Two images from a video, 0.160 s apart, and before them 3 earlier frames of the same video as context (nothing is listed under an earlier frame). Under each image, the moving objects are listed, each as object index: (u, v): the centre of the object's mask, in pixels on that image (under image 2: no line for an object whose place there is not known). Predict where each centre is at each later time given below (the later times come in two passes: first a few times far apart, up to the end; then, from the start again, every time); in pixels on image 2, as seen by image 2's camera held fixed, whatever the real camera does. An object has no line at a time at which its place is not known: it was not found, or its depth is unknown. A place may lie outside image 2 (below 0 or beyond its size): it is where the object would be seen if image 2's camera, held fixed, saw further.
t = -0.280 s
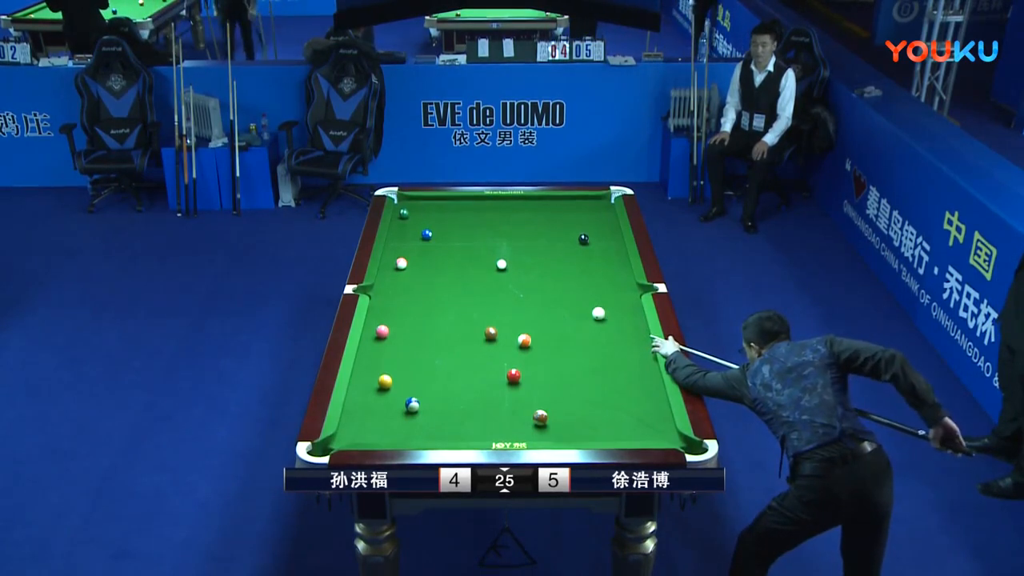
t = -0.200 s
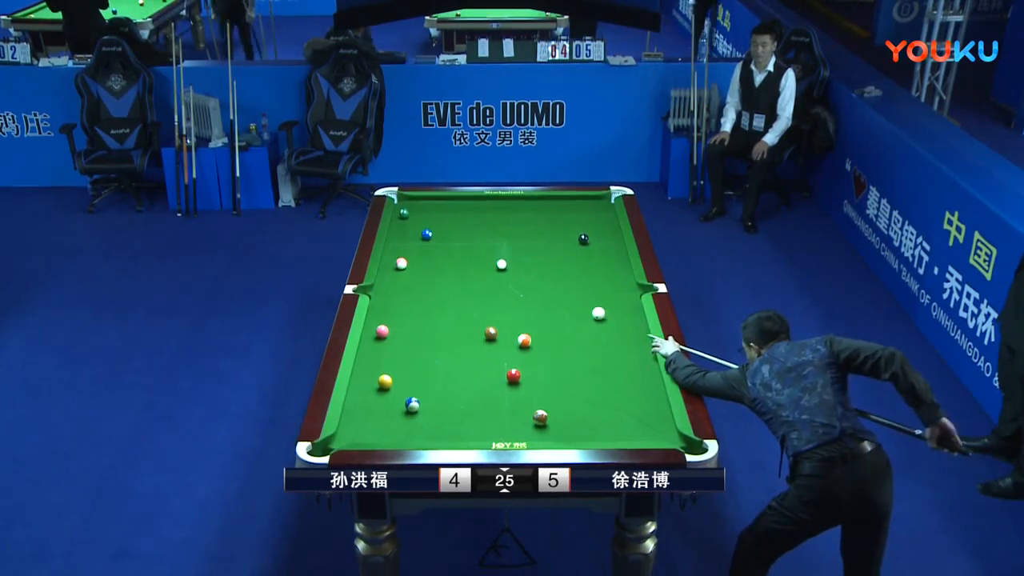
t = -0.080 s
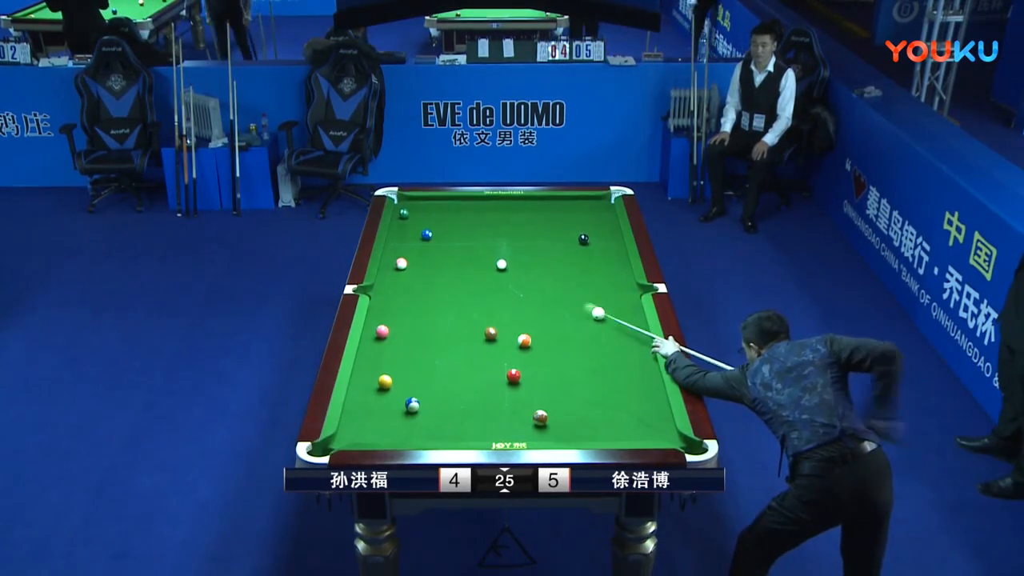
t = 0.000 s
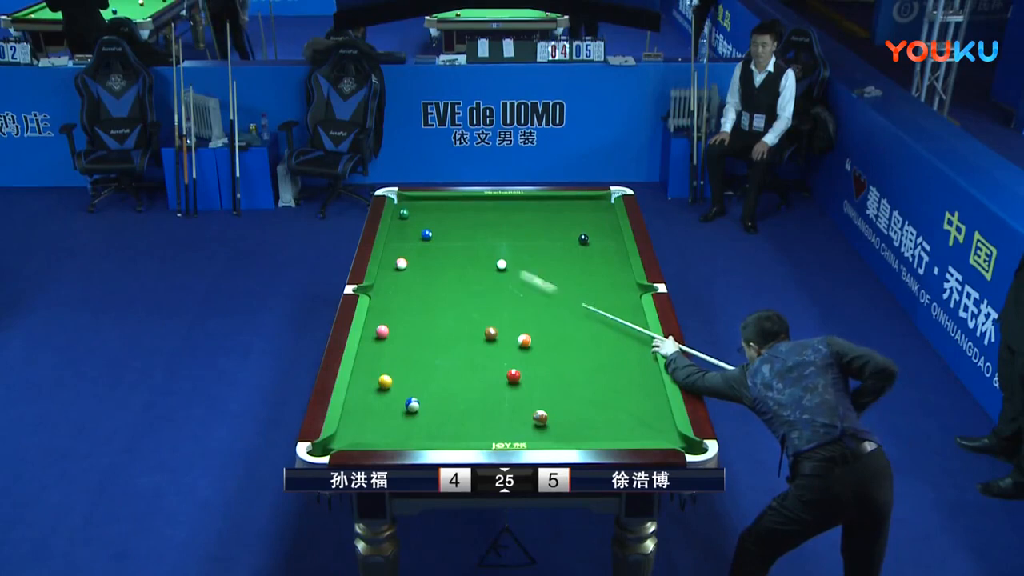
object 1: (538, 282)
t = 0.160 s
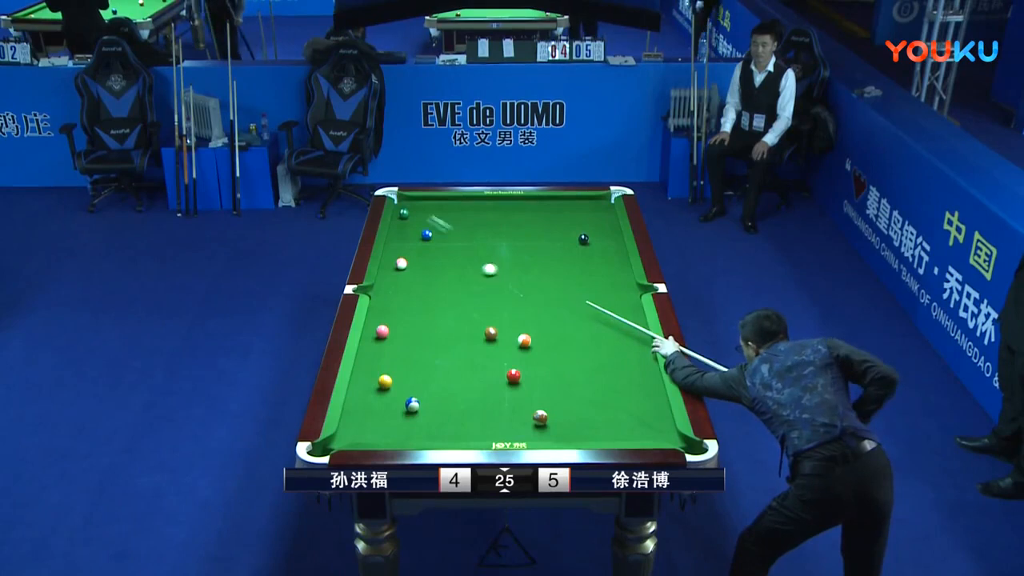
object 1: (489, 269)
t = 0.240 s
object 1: (476, 269)
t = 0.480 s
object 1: (435, 263)
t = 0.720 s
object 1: (394, 257)
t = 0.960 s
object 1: (408, 252)
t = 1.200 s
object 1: (431, 248)
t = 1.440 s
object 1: (452, 244)
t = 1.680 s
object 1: (472, 240)
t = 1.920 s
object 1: (490, 237)
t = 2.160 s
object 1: (508, 233)
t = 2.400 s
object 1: (524, 230)
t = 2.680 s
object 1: (542, 227)
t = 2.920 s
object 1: (556, 224)
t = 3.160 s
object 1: (569, 222)
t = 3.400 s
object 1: (581, 220)
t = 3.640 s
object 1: (592, 218)
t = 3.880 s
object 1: (602, 216)
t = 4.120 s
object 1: (611, 214)
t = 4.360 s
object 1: (607, 213)
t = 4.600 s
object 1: (602, 212)
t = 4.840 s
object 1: (599, 212)
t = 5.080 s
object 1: (596, 211)
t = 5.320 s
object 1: (594, 211)
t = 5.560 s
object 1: (593, 211)
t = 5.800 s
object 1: (593, 211)
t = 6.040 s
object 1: (593, 211)
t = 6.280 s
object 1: (593, 211)
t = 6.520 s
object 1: (593, 211)
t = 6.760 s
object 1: (593, 211)
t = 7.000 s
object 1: (593, 211)
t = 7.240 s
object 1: (593, 211)
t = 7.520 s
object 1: (593, 211)
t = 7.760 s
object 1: (593, 211)
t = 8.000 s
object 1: (593, 211)
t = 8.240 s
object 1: (593, 211)
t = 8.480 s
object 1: (593, 211)
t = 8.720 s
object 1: (593, 211)
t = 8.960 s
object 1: (593, 211)
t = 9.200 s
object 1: (593, 211)
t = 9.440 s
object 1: (593, 211)
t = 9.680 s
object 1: (593, 211)
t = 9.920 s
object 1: (593, 211)
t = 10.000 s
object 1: (593, 211)
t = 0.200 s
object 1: (483, 269)
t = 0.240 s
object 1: (476, 269)
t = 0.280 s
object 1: (470, 268)
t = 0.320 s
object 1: (463, 267)
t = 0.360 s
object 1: (456, 266)
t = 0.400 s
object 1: (449, 265)
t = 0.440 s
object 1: (442, 264)
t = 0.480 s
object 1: (435, 263)
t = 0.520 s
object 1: (428, 262)
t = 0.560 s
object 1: (422, 261)
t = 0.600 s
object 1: (415, 260)
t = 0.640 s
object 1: (409, 259)
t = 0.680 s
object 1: (402, 256)
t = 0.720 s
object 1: (394, 257)
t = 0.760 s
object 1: (388, 256)
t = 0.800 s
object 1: (389, 255)
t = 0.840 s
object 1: (394, 254)
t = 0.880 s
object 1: (400, 253)
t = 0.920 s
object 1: (404, 253)
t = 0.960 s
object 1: (408, 252)
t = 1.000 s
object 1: (412, 252)
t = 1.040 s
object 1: (416, 251)
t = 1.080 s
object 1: (419, 250)
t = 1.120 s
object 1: (423, 250)
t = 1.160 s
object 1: (427, 249)
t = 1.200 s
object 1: (431, 248)
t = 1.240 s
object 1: (434, 247)
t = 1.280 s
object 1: (438, 247)
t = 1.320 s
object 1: (441, 246)
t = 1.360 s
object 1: (445, 245)
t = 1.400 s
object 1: (448, 245)
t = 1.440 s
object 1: (452, 244)
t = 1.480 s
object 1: (455, 243)
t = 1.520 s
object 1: (458, 243)
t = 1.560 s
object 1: (462, 242)
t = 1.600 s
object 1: (465, 241)
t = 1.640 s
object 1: (469, 241)
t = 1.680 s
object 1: (472, 240)
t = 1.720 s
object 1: (475, 240)
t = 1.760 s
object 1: (478, 239)
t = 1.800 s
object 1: (481, 238)
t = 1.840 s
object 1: (484, 237)
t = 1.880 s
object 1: (487, 237)
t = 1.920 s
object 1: (490, 237)
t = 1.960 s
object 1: (493, 236)
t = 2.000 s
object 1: (497, 235)
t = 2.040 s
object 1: (499, 235)
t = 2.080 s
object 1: (502, 234)
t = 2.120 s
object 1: (505, 234)
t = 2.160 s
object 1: (508, 233)
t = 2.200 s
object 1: (511, 233)
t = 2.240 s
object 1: (514, 232)
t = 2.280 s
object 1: (516, 232)
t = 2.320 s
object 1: (519, 231)
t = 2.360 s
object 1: (522, 231)
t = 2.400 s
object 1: (524, 230)
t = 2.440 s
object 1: (527, 230)
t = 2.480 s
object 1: (529, 229)
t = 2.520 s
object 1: (532, 229)
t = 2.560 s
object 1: (534, 228)
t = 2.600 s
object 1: (537, 228)
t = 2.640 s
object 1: (540, 227)
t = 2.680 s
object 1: (542, 227)
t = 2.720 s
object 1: (544, 226)
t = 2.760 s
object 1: (547, 226)
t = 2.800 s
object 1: (549, 225)
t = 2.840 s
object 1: (551, 225)
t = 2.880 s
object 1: (554, 224)
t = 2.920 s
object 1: (556, 224)
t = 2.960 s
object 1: (558, 224)
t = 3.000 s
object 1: (560, 223)
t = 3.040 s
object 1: (562, 223)
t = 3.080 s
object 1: (565, 223)
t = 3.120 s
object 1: (567, 222)
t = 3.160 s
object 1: (569, 222)
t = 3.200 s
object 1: (571, 221)
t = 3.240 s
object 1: (573, 221)
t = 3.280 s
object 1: (575, 221)
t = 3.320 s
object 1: (577, 220)
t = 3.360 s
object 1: (579, 220)
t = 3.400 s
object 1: (581, 220)
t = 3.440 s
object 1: (583, 219)
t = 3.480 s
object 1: (585, 219)
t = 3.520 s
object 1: (587, 219)
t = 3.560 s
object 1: (588, 218)
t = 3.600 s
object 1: (590, 218)
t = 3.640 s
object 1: (592, 218)
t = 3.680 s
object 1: (594, 217)
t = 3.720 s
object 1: (595, 217)
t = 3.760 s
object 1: (597, 217)
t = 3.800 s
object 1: (599, 216)
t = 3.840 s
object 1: (600, 216)
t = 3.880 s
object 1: (602, 216)
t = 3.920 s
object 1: (603, 216)
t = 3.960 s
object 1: (605, 215)
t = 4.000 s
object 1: (607, 215)
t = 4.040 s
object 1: (608, 215)
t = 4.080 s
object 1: (610, 215)
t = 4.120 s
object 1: (611, 214)
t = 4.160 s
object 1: (611, 214)
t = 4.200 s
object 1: (610, 214)
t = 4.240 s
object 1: (609, 214)
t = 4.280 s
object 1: (608, 214)
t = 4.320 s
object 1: (607, 213)
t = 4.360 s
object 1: (607, 213)
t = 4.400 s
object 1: (606, 213)
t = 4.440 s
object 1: (605, 213)
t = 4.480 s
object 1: (604, 213)
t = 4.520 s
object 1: (604, 213)
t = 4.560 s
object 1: (603, 212)
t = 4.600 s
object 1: (602, 212)
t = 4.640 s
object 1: (602, 212)
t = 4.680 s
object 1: (601, 212)
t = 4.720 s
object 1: (600, 212)
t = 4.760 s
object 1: (600, 212)
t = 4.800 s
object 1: (599, 212)
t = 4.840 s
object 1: (599, 212)
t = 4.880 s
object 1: (598, 212)
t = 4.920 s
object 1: (598, 212)
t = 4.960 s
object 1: (597, 212)
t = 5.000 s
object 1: (597, 211)
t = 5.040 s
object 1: (596, 211)
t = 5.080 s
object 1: (596, 211)
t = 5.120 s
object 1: (596, 211)
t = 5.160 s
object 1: (595, 211)
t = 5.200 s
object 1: (595, 211)
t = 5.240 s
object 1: (595, 211)
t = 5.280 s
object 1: (595, 211)
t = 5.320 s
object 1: (594, 211)
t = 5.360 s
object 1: (594, 211)
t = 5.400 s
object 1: (594, 211)
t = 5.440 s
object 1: (594, 211)
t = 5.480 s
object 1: (593, 211)
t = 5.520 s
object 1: (593, 211)
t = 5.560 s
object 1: (593, 211)
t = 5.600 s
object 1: (593, 211)
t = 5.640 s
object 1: (593, 211)
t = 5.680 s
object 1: (593, 211)
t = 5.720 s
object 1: (593, 211)
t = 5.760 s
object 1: (593, 211)
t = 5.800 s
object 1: (593, 211)
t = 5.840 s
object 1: (593, 211)
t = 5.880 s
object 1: (593, 211)
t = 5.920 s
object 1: (593, 211)
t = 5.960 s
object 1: (593, 211)
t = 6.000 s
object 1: (593, 211)
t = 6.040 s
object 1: (593, 211)
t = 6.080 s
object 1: (593, 211)
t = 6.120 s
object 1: (593, 211)
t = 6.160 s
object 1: (593, 211)
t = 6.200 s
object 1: (593, 211)
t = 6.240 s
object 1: (593, 211)
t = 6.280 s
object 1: (593, 211)
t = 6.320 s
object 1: (593, 211)
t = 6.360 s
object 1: (593, 211)
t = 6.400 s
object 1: (593, 211)
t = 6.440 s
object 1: (593, 211)
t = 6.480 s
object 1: (593, 211)
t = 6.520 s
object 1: (593, 211)
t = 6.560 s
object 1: (593, 211)
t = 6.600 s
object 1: (593, 211)
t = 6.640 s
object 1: (593, 211)
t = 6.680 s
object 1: (593, 211)
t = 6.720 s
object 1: (593, 211)
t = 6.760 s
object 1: (593, 211)
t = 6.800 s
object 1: (593, 211)
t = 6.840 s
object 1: (593, 211)
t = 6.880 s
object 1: (593, 211)
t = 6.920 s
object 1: (593, 211)
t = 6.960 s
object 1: (593, 211)
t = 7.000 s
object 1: (593, 211)
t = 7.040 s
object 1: (593, 211)
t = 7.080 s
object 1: (593, 211)
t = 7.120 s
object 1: (593, 211)
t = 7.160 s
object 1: (593, 211)
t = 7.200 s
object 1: (593, 211)
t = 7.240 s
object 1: (593, 211)
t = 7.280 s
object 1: (593, 211)
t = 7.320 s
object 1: (593, 211)
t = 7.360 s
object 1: (593, 211)
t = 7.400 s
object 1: (593, 211)
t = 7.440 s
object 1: (593, 211)
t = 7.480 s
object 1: (593, 211)
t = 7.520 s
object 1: (593, 211)
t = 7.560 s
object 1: (593, 211)
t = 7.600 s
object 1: (593, 211)
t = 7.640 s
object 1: (593, 211)
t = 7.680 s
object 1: (593, 211)
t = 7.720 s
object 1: (593, 211)
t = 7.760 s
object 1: (593, 211)
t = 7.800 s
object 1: (593, 211)
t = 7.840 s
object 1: (593, 211)
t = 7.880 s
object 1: (593, 211)
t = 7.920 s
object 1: (593, 211)
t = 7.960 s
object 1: (593, 211)
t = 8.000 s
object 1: (593, 211)
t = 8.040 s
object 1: (593, 211)
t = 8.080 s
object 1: (593, 211)
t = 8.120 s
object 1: (593, 211)
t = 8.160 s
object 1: (593, 211)
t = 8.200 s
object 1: (593, 211)
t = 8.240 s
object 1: (593, 211)
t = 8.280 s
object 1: (593, 211)
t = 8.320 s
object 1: (593, 211)
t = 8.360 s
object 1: (593, 211)
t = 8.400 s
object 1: (593, 211)
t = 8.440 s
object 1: (593, 211)
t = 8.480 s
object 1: (593, 211)
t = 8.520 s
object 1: (593, 211)
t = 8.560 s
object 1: (593, 211)
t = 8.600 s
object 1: (593, 211)
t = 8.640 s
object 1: (593, 211)
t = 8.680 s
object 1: (593, 211)
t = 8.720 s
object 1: (593, 211)
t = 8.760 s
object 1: (593, 211)
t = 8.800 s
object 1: (593, 211)
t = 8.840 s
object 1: (593, 211)
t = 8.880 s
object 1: (593, 211)
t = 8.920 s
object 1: (593, 211)
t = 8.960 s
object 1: (593, 211)
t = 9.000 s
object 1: (593, 211)
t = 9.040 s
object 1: (593, 211)
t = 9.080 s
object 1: (593, 211)
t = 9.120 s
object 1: (593, 211)
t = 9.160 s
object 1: (593, 211)
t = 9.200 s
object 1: (593, 211)
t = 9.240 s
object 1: (593, 211)
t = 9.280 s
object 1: (593, 211)
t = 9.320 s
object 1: (593, 211)
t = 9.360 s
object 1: (593, 211)
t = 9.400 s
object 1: (593, 211)
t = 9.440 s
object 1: (593, 211)
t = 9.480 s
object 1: (593, 211)
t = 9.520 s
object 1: (593, 211)
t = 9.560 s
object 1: (593, 211)
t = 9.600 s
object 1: (593, 211)
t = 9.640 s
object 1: (593, 211)
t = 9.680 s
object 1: (593, 211)
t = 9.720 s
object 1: (593, 211)
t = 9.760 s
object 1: (593, 211)
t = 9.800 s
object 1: (593, 211)
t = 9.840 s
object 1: (593, 211)
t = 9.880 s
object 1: (593, 211)
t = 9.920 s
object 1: (593, 211)
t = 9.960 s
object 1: (593, 211)
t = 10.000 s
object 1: (593, 211)
